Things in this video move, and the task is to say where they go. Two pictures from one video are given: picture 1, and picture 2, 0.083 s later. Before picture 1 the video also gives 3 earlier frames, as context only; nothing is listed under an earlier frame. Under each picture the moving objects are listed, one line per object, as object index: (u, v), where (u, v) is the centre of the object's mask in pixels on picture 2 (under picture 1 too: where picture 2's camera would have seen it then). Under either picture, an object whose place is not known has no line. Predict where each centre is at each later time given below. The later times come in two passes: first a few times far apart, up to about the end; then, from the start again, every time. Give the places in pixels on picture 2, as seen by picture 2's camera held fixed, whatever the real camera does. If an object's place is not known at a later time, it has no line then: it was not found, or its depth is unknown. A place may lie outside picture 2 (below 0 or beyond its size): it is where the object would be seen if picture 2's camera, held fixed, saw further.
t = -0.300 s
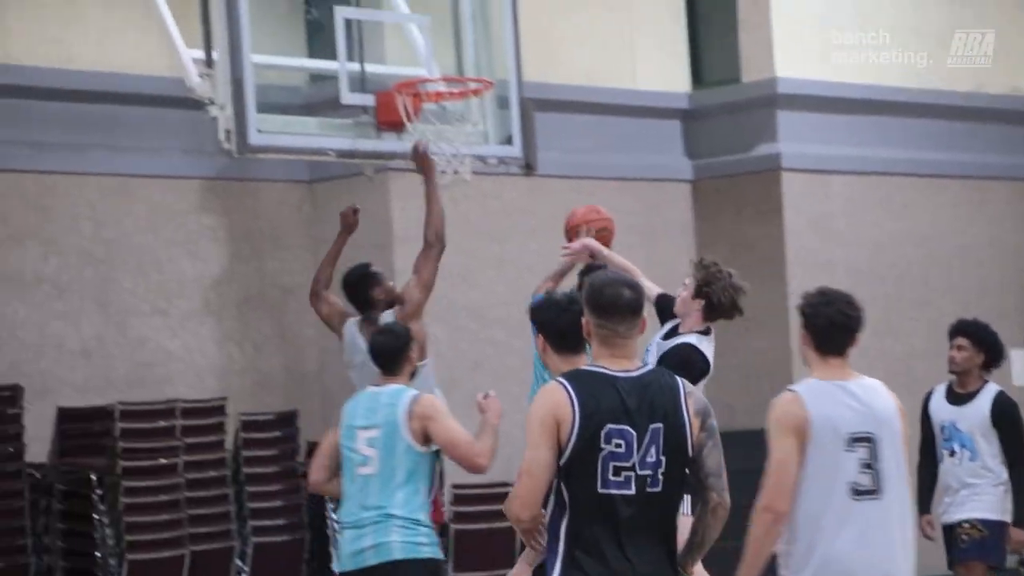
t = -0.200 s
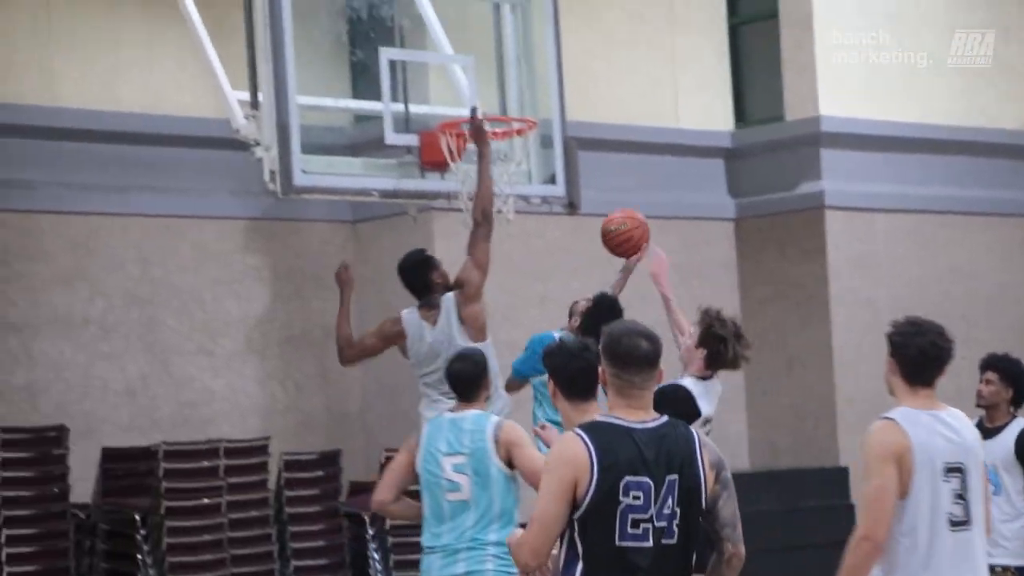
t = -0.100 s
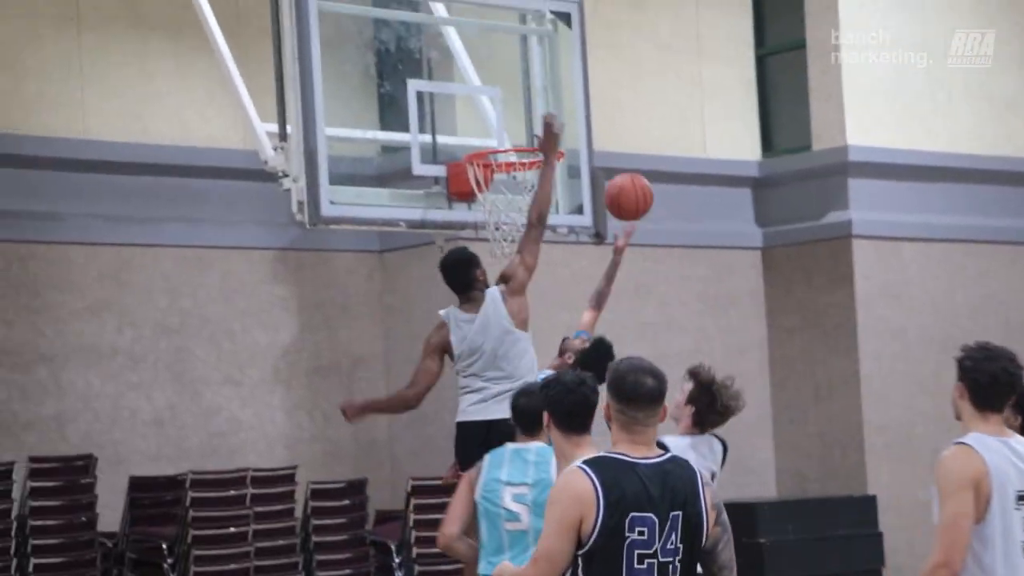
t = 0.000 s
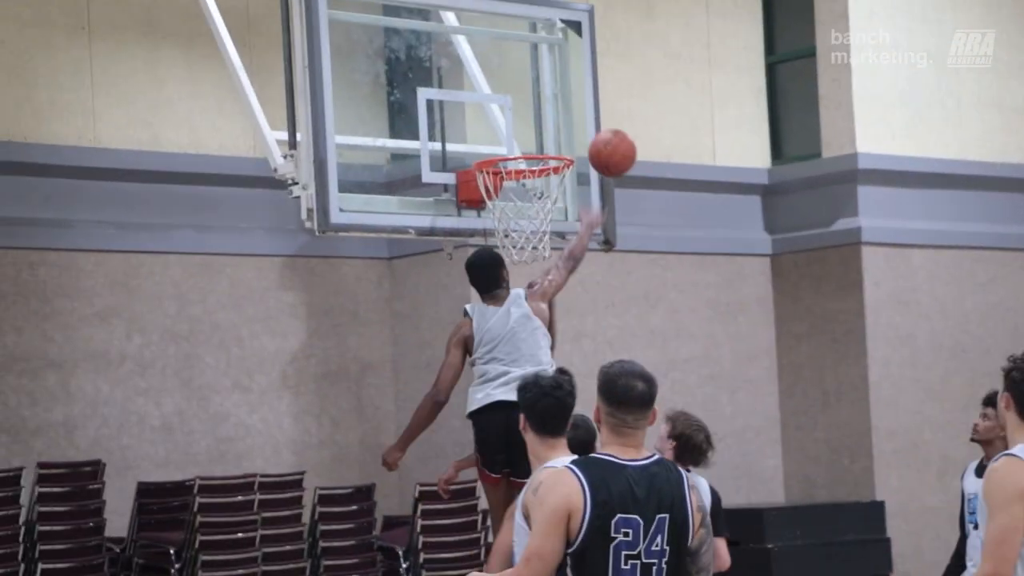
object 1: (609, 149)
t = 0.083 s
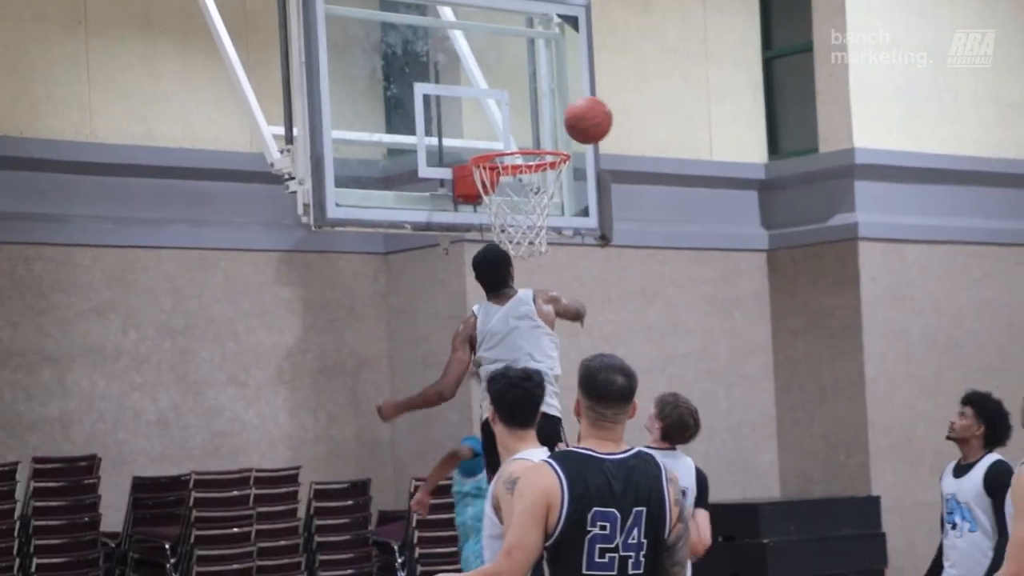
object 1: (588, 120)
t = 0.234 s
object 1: (553, 104)
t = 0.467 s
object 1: (526, 133)
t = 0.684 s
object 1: (536, 114)
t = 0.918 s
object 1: (530, 141)
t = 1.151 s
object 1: (501, 212)
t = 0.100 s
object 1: (584, 116)
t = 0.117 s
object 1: (580, 113)
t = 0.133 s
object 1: (576, 110)
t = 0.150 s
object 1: (572, 107)
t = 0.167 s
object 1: (568, 106)
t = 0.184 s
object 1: (564, 104)
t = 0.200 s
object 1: (560, 104)
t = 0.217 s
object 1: (557, 104)
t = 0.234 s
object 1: (553, 104)
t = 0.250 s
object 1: (549, 105)
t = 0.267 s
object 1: (545, 106)
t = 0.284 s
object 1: (541, 108)
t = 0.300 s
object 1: (538, 111)
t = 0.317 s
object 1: (534, 114)
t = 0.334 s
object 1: (531, 117)
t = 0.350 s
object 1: (529, 118)
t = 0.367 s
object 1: (529, 119)
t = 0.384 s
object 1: (528, 121)
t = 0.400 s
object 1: (528, 123)
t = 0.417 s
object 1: (527, 126)
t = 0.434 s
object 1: (526, 128)
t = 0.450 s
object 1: (526, 130)
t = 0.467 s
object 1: (526, 133)
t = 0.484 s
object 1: (526, 135)
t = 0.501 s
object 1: (526, 133)
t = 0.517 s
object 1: (527, 130)
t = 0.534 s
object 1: (528, 127)
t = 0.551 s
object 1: (529, 124)
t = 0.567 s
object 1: (530, 121)
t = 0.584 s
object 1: (530, 118)
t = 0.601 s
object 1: (531, 116)
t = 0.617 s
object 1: (532, 115)
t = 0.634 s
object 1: (533, 114)
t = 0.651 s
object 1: (534, 114)
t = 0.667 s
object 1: (535, 114)
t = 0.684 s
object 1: (536, 114)
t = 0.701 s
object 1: (537, 116)
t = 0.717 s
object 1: (538, 118)
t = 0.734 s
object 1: (539, 120)
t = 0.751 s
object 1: (541, 123)
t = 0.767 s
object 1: (542, 126)
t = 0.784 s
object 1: (543, 129)
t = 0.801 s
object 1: (544, 132)
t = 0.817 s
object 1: (546, 135)
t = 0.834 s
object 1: (545, 137)
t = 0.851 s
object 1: (542, 137)
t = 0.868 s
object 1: (539, 137)
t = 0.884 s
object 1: (536, 138)
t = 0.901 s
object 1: (533, 139)
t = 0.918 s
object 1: (530, 141)
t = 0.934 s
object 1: (527, 156)
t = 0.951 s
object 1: (524, 161)
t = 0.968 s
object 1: (523, 165)
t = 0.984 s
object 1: (520, 171)
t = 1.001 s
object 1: (520, 178)
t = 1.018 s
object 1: (513, 181)
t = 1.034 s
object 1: (511, 187)
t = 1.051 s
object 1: (508, 193)
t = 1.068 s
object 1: (506, 199)
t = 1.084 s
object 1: (504, 204)
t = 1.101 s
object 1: (502, 207)
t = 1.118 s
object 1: (502, 208)
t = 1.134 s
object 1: (501, 210)
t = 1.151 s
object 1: (501, 212)
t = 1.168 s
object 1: (501, 214)
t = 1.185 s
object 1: (501, 220)
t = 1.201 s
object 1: (500, 222)
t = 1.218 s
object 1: (501, 226)
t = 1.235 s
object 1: (501, 230)
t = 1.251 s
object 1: (501, 238)
